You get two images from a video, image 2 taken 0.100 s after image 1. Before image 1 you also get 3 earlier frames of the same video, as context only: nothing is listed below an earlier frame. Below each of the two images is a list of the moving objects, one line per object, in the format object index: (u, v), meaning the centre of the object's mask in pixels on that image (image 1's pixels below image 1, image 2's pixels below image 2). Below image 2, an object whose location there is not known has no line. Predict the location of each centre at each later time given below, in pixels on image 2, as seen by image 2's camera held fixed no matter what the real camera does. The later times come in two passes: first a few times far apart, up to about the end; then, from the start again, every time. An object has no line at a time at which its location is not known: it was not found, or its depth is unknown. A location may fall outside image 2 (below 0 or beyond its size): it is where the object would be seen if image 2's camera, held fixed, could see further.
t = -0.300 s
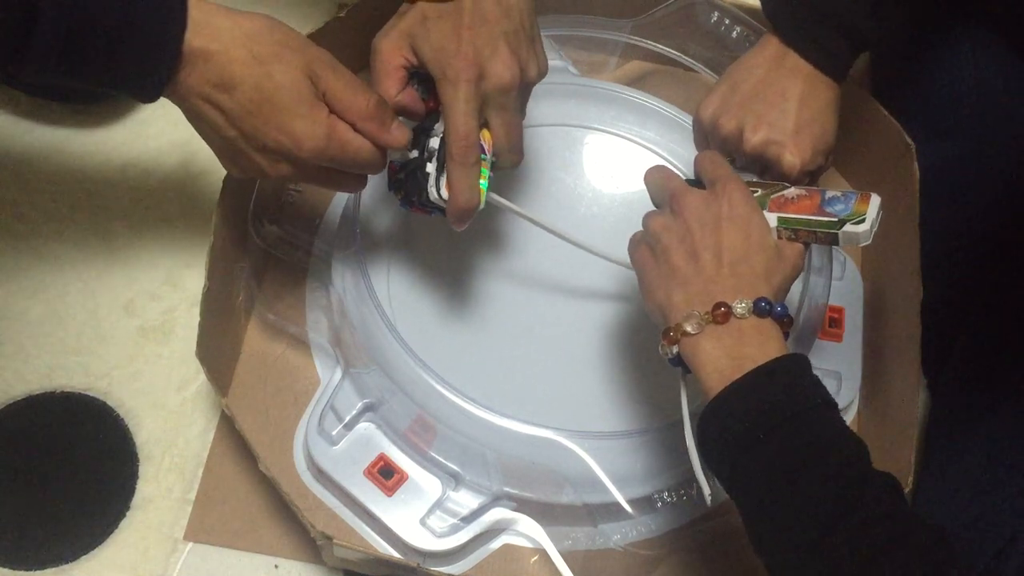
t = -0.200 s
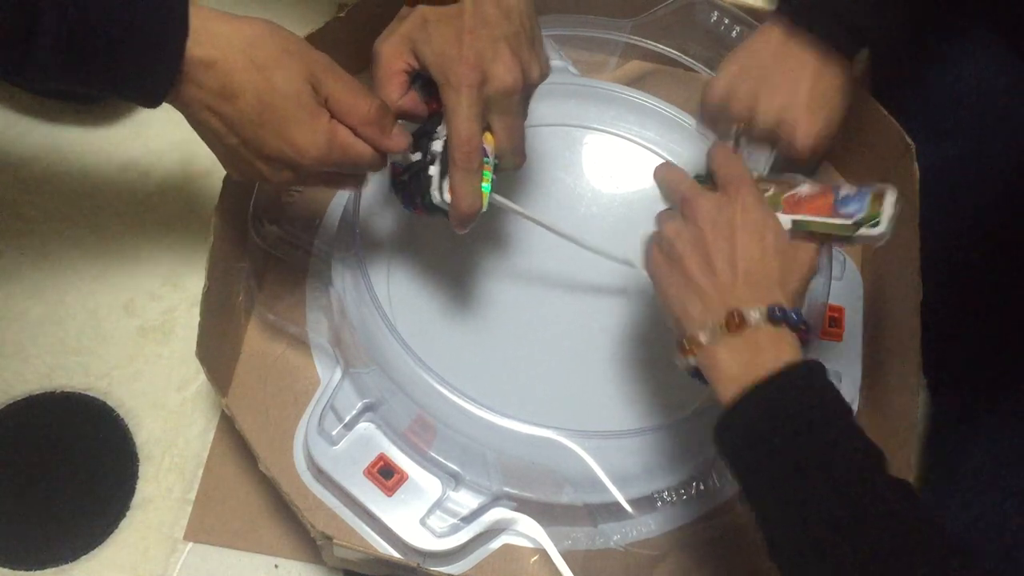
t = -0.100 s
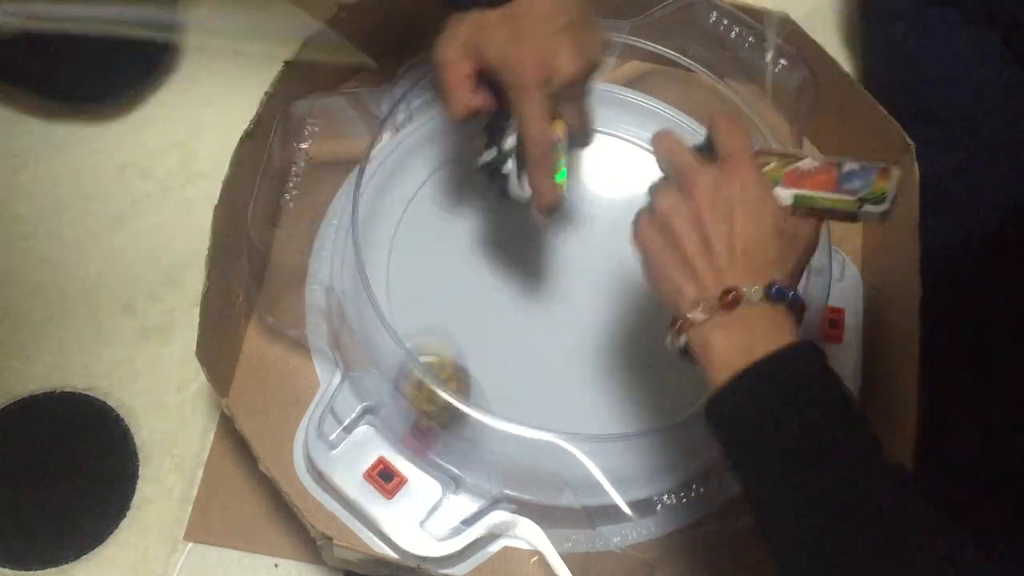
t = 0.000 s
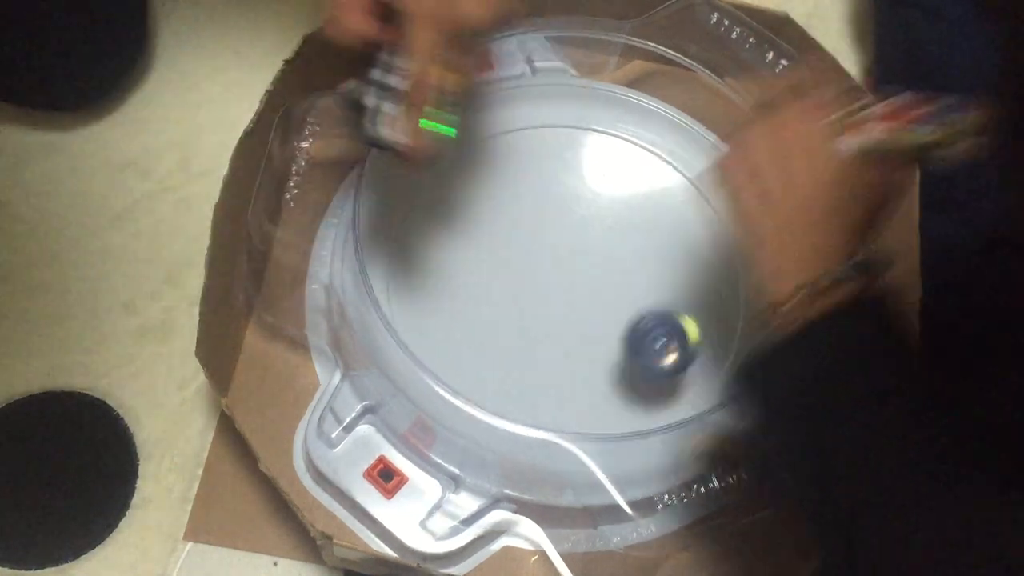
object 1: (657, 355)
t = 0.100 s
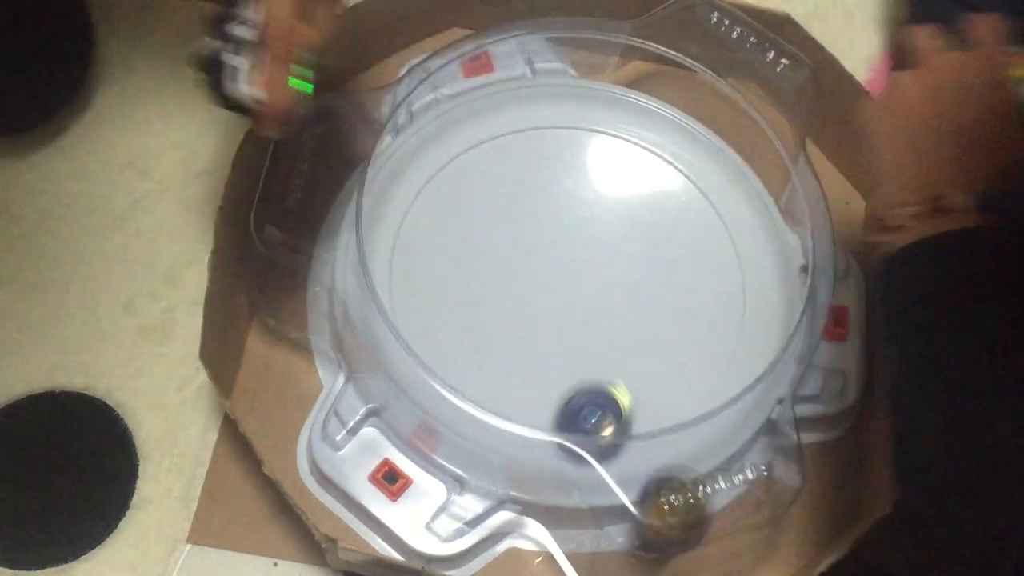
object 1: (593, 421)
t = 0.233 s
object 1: (581, 459)
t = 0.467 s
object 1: (658, 459)
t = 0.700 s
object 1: (679, 442)
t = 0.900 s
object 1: (635, 384)
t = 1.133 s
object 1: (466, 299)
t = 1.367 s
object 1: (496, 424)
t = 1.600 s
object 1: (579, 394)
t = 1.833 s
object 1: (494, 196)
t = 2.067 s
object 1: (365, 305)
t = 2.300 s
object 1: (581, 319)
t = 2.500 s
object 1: (584, 121)
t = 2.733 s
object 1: (436, 210)
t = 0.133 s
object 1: (589, 430)
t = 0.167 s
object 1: (585, 438)
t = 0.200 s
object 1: (580, 448)
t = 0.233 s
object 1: (581, 459)
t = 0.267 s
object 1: (587, 472)
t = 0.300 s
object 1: (596, 471)
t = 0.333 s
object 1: (609, 468)
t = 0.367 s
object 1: (620, 469)
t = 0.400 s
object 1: (633, 468)
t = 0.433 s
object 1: (647, 463)
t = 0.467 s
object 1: (658, 459)
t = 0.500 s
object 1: (669, 456)
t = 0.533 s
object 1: (675, 454)
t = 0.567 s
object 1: (679, 450)
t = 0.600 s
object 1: (681, 447)
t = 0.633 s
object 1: (682, 445)
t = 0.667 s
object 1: (681, 444)
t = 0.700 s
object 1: (679, 442)
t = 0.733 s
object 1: (676, 438)
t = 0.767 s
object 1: (670, 434)
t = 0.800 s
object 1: (662, 427)
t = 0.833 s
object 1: (653, 418)
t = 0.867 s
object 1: (644, 404)
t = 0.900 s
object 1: (635, 384)
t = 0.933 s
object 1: (623, 365)
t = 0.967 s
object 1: (607, 346)
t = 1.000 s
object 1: (584, 328)
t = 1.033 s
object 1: (557, 314)
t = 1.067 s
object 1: (529, 304)
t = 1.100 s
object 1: (499, 298)
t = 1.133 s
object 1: (466, 299)
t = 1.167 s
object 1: (437, 305)
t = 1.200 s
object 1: (411, 318)
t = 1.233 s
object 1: (420, 336)
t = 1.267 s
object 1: (439, 357)
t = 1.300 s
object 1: (457, 383)
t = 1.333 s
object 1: (476, 404)
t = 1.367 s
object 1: (496, 424)
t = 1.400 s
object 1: (511, 440)
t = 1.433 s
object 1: (524, 448)
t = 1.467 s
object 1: (536, 449)
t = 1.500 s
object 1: (545, 444)
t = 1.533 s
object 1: (553, 433)
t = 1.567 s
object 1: (565, 416)
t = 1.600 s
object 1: (579, 394)
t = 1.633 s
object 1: (587, 367)
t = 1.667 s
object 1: (589, 337)
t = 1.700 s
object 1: (584, 305)
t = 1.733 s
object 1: (571, 273)
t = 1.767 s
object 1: (551, 243)
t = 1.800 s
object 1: (525, 216)
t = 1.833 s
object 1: (494, 196)
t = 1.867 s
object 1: (456, 181)
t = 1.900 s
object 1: (428, 184)
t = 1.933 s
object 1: (412, 209)
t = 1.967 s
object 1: (397, 239)
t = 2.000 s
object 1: (376, 259)
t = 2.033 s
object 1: (358, 279)
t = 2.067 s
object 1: (365, 305)
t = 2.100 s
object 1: (389, 331)
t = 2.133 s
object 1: (414, 346)
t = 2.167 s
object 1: (442, 356)
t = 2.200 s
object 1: (479, 361)
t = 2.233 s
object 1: (516, 357)
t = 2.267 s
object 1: (551, 343)
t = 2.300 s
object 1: (581, 319)
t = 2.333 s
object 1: (604, 290)
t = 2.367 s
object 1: (617, 258)
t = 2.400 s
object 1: (621, 225)
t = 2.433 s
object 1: (618, 191)
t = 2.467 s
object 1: (604, 149)
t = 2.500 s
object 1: (584, 121)
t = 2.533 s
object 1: (554, 114)
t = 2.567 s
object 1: (522, 111)
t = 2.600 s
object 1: (494, 103)
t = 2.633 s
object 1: (474, 123)
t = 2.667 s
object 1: (456, 146)
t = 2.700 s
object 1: (442, 174)
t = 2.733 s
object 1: (436, 210)
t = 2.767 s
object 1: (438, 248)
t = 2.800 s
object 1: (454, 287)
